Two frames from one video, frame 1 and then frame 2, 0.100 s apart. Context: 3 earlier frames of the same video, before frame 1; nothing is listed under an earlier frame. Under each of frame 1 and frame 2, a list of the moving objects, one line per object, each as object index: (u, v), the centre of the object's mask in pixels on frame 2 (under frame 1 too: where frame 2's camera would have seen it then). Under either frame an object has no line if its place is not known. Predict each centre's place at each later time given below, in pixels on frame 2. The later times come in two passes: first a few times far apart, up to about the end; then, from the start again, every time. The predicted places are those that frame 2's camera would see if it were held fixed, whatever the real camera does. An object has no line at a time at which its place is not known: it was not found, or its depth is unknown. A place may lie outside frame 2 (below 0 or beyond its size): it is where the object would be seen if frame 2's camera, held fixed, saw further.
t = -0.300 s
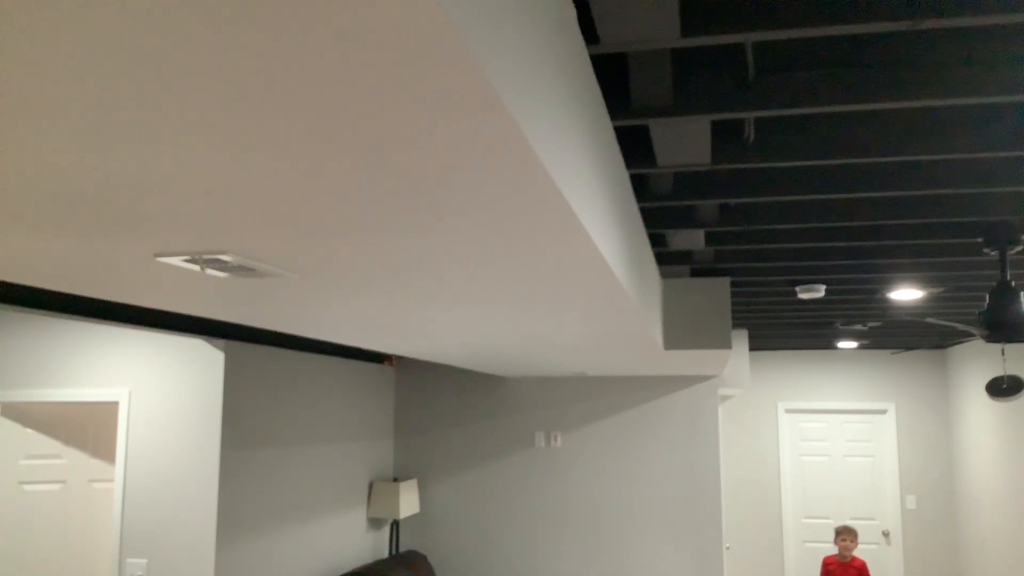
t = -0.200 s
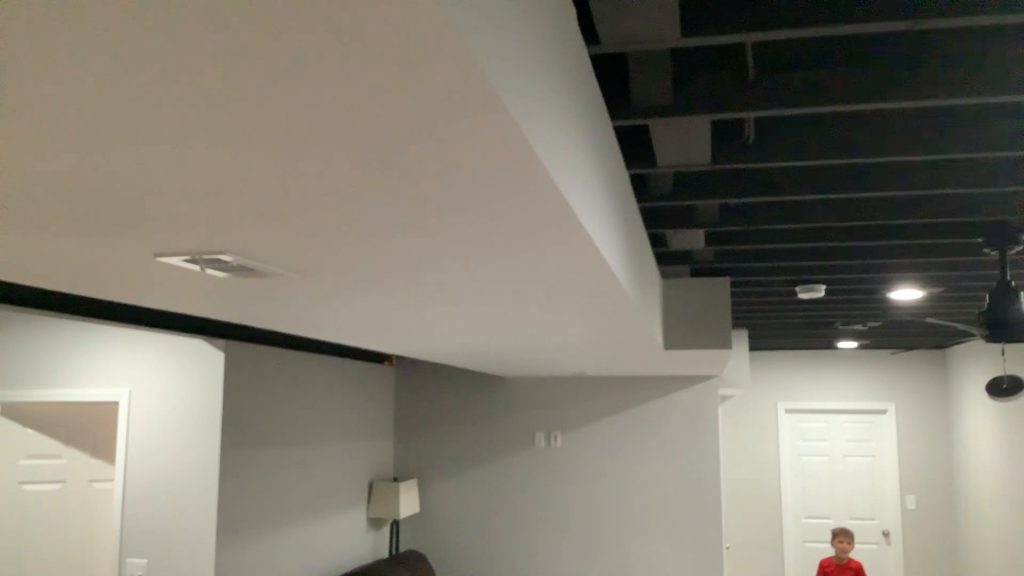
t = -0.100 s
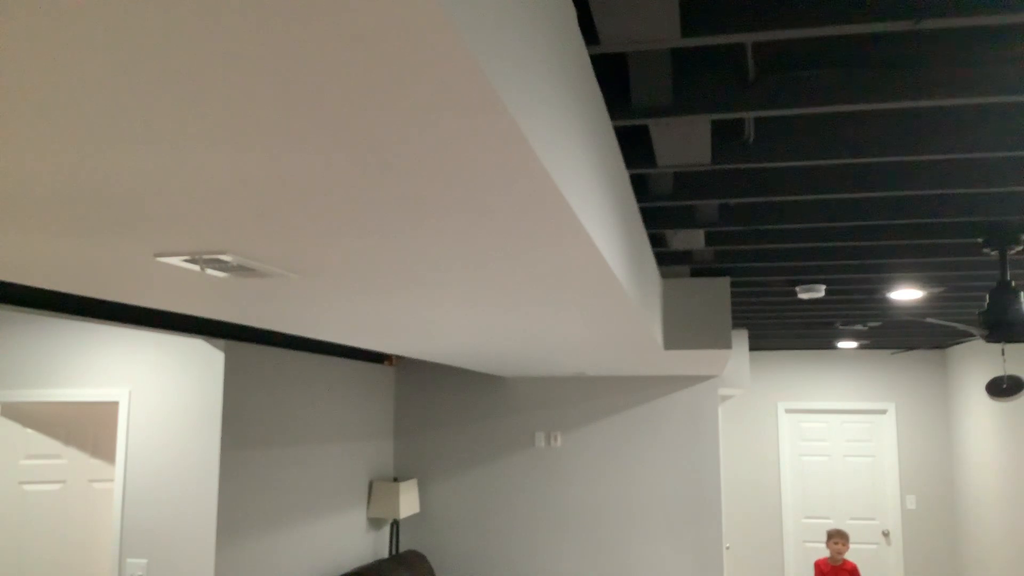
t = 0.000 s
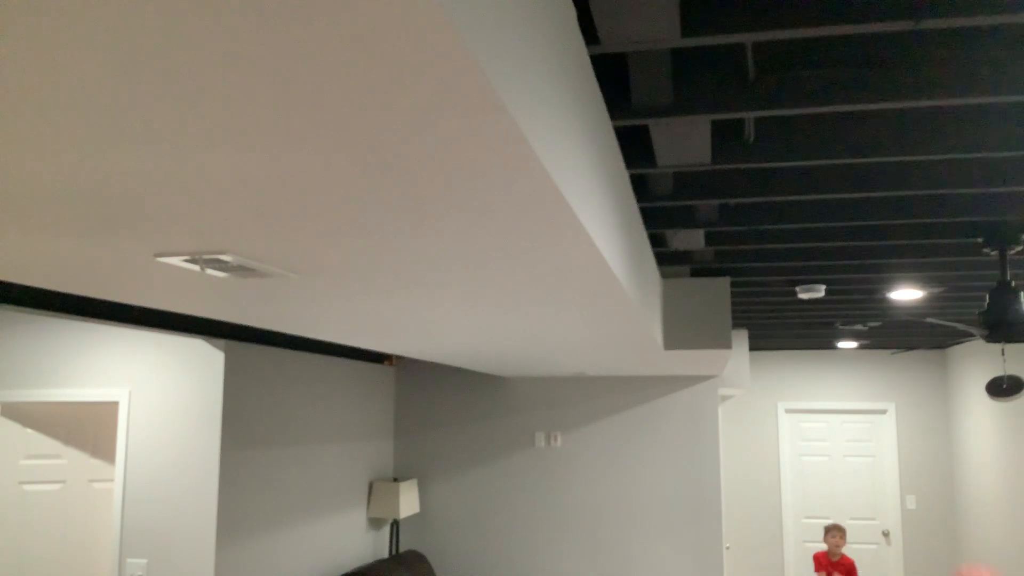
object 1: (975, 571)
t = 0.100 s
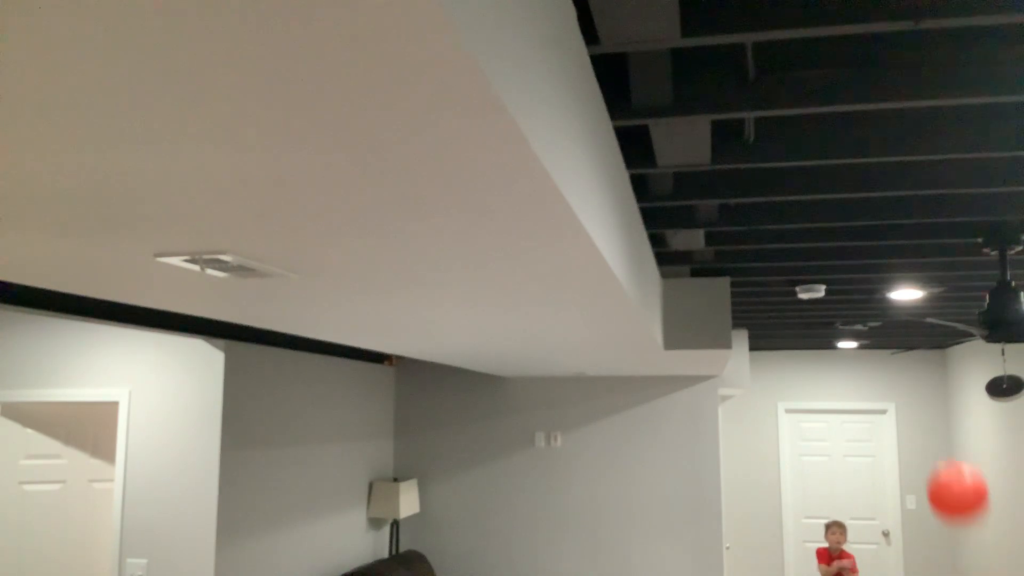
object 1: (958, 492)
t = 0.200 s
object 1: (938, 424)
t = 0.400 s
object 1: (902, 369)
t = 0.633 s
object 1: (880, 378)
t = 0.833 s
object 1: (870, 427)
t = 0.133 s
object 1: (951, 466)
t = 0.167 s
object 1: (945, 443)
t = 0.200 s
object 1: (938, 424)
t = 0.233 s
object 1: (932, 408)
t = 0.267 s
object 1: (925, 395)
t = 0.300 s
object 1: (918, 385)
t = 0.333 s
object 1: (912, 378)
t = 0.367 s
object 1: (907, 373)
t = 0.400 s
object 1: (902, 369)
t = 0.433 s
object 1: (898, 367)
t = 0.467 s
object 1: (894, 366)
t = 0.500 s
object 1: (890, 366)
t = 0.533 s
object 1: (887, 367)
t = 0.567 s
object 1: (884, 369)
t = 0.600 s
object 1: (882, 373)
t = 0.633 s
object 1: (880, 378)
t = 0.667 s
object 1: (878, 384)
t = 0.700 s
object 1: (876, 390)
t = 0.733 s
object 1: (874, 398)
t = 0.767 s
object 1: (873, 406)
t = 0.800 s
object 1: (872, 416)
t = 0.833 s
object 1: (870, 427)
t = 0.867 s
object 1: (869, 438)
